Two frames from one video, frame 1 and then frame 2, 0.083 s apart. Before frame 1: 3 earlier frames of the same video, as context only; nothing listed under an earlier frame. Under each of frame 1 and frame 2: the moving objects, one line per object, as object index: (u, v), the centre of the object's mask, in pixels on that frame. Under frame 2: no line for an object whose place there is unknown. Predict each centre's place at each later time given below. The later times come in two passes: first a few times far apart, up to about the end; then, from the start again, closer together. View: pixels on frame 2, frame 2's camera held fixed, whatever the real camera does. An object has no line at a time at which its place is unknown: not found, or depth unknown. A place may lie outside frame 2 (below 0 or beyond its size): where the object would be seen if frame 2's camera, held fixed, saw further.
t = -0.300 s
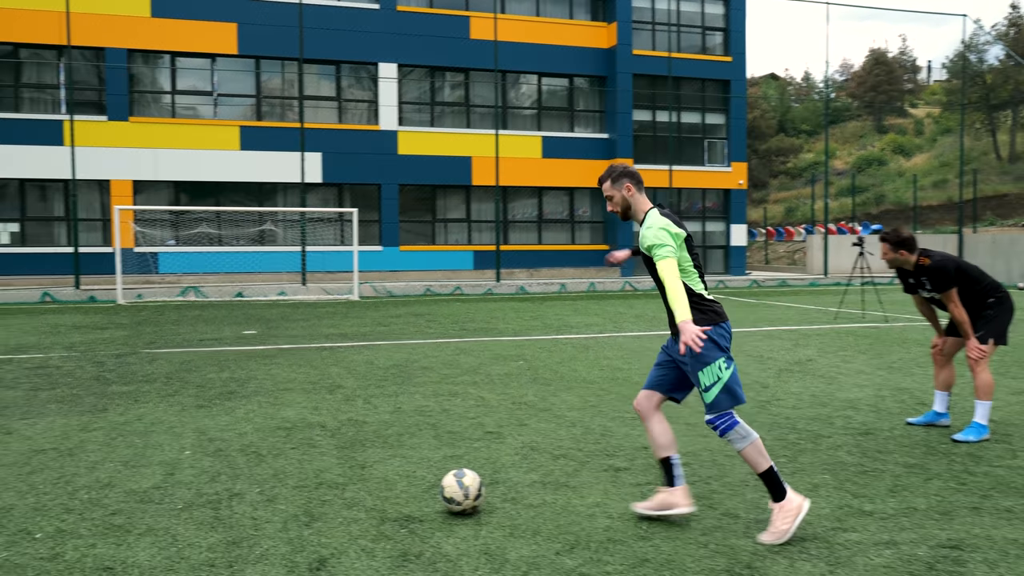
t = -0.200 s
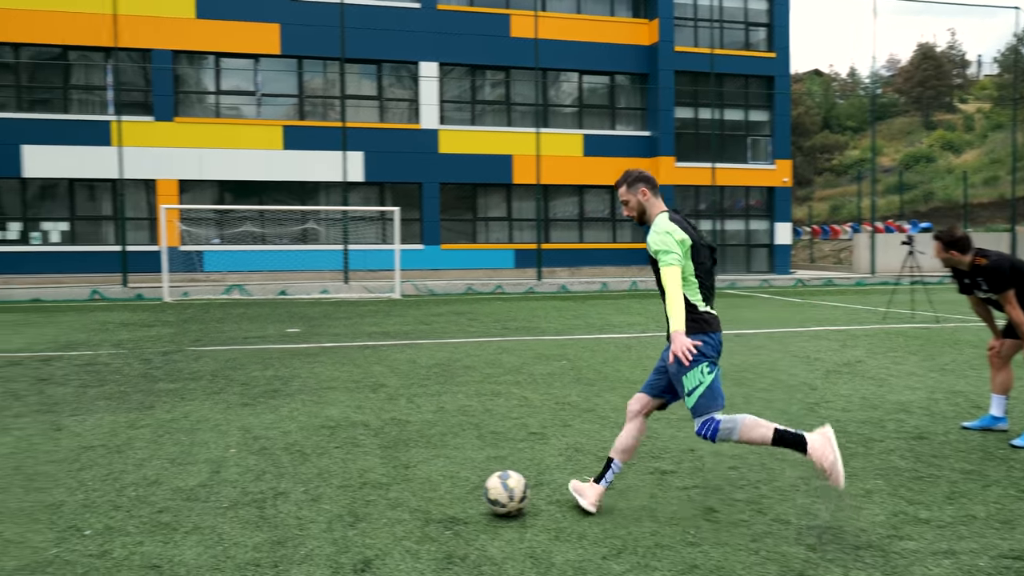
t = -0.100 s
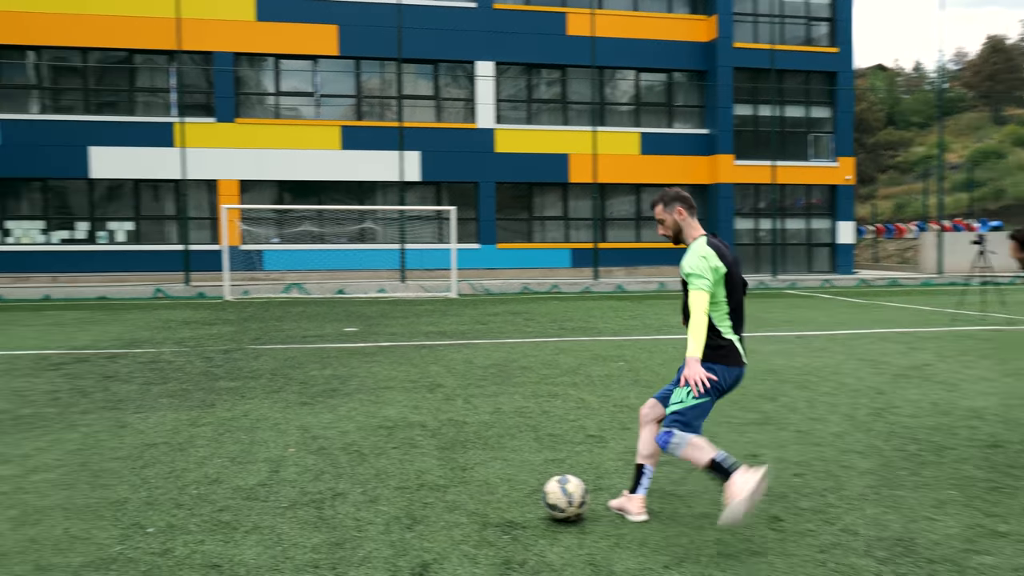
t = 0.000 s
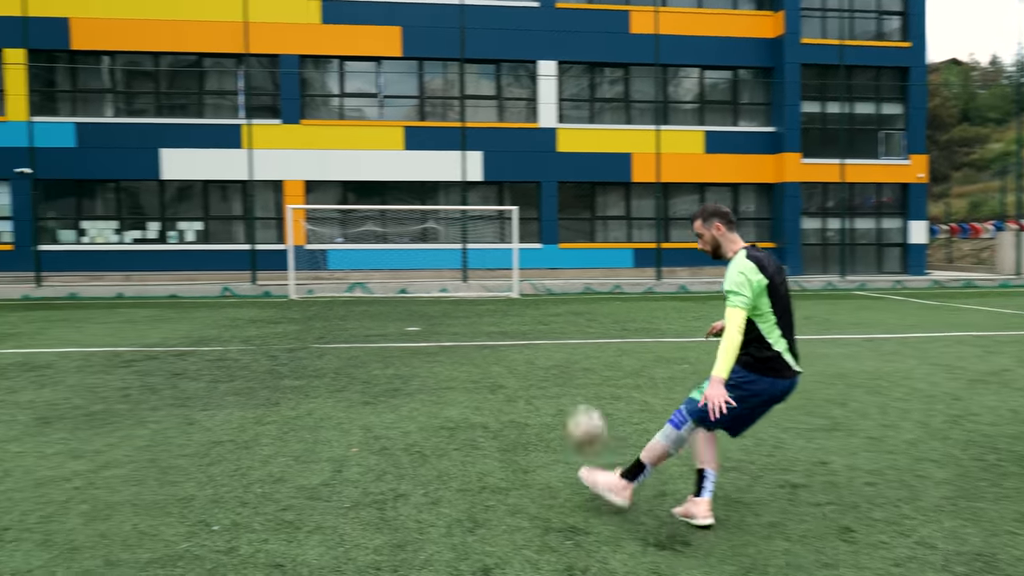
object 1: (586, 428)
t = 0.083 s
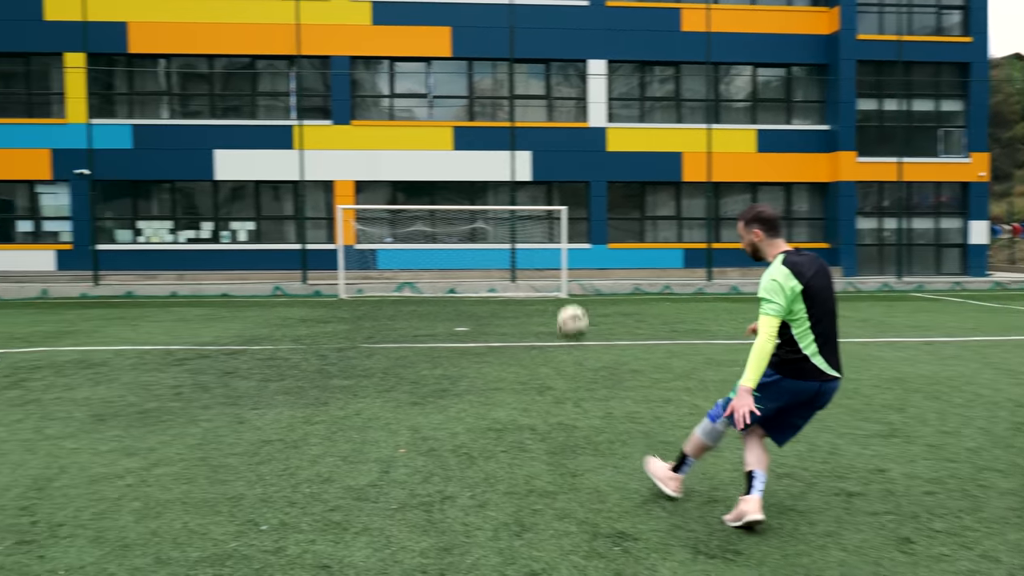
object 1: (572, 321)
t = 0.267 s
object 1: (507, 213)
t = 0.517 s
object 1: (479, 179)
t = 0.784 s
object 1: (474, 192)
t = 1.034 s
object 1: (478, 224)
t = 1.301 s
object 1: (481, 265)
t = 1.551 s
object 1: (483, 290)
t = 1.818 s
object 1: (484, 279)
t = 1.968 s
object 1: (484, 287)
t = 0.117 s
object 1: (555, 293)
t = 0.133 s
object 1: (547, 279)
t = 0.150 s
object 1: (541, 269)
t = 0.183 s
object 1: (528, 249)
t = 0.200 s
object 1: (523, 240)
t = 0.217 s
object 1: (519, 233)
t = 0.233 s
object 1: (514, 225)
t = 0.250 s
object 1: (511, 219)
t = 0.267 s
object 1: (507, 213)
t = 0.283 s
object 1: (503, 209)
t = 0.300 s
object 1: (501, 204)
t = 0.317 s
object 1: (498, 200)
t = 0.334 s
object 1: (495, 196)
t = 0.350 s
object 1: (494, 194)
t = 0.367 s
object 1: (491, 191)
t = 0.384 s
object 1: (489, 189)
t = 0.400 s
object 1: (488, 187)
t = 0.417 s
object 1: (486, 184)
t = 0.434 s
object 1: (484, 183)
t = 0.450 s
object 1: (483, 182)
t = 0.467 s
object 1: (482, 181)
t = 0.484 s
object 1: (482, 180)
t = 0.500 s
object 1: (480, 179)
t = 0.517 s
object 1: (479, 179)
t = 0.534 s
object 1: (478, 179)
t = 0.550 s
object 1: (477, 179)
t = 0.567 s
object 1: (476, 179)
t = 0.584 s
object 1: (476, 178)
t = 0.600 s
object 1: (476, 179)
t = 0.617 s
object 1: (475, 180)
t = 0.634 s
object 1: (475, 181)
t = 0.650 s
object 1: (474, 182)
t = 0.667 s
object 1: (475, 182)
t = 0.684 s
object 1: (474, 184)
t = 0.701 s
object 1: (474, 185)
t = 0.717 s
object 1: (474, 186)
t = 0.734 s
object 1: (474, 187)
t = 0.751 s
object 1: (474, 189)
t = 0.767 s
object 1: (474, 190)
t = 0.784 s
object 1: (474, 192)
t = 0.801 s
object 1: (474, 194)
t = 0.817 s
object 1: (474, 195)
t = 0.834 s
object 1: (474, 197)
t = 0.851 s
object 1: (474, 199)
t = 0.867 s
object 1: (474, 201)
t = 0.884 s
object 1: (474, 203)
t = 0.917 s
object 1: (475, 207)
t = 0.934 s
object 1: (475, 210)
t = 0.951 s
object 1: (475, 212)
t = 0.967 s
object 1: (476, 215)
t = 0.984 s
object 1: (476, 217)
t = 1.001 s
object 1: (477, 219)
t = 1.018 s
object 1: (478, 222)
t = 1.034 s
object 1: (478, 224)
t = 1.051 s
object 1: (478, 227)
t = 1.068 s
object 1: (478, 230)
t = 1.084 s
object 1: (479, 233)
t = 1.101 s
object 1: (479, 235)
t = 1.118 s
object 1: (479, 238)
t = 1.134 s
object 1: (480, 242)
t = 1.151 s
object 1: (480, 244)
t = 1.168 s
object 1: (481, 248)
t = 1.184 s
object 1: (481, 250)
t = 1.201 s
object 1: (482, 253)
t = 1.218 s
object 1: (482, 256)
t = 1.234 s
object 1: (482, 259)
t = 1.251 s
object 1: (482, 261)
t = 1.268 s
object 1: (481, 263)
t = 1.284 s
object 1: (481, 265)
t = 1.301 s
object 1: (481, 265)
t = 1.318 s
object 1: (482, 267)
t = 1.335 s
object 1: (482, 268)
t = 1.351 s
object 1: (482, 269)
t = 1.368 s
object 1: (482, 271)
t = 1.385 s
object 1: (483, 273)
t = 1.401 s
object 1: (483, 275)
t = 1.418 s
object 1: (483, 278)
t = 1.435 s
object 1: (483, 279)
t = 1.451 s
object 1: (483, 281)
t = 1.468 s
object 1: (482, 283)
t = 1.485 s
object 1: (482, 286)
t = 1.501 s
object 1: (483, 287)
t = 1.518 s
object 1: (483, 290)
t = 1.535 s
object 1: (483, 291)
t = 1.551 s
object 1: (483, 290)
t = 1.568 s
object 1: (483, 288)
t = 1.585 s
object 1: (482, 287)
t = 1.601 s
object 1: (482, 285)
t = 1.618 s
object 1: (483, 284)
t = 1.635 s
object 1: (483, 283)
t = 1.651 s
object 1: (483, 283)
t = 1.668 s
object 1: (483, 282)
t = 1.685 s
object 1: (483, 281)
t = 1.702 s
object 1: (483, 280)
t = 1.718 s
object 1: (483, 280)
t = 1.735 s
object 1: (484, 279)
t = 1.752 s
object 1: (484, 279)
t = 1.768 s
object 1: (484, 279)
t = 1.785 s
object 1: (484, 279)
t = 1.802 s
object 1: (484, 279)
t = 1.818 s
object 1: (484, 279)
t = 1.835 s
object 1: (484, 279)
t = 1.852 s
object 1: (484, 280)
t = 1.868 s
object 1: (484, 280)
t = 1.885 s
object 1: (484, 281)
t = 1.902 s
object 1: (485, 282)
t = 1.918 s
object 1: (485, 283)
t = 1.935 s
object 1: (485, 284)
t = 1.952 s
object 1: (484, 286)
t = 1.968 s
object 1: (484, 287)
